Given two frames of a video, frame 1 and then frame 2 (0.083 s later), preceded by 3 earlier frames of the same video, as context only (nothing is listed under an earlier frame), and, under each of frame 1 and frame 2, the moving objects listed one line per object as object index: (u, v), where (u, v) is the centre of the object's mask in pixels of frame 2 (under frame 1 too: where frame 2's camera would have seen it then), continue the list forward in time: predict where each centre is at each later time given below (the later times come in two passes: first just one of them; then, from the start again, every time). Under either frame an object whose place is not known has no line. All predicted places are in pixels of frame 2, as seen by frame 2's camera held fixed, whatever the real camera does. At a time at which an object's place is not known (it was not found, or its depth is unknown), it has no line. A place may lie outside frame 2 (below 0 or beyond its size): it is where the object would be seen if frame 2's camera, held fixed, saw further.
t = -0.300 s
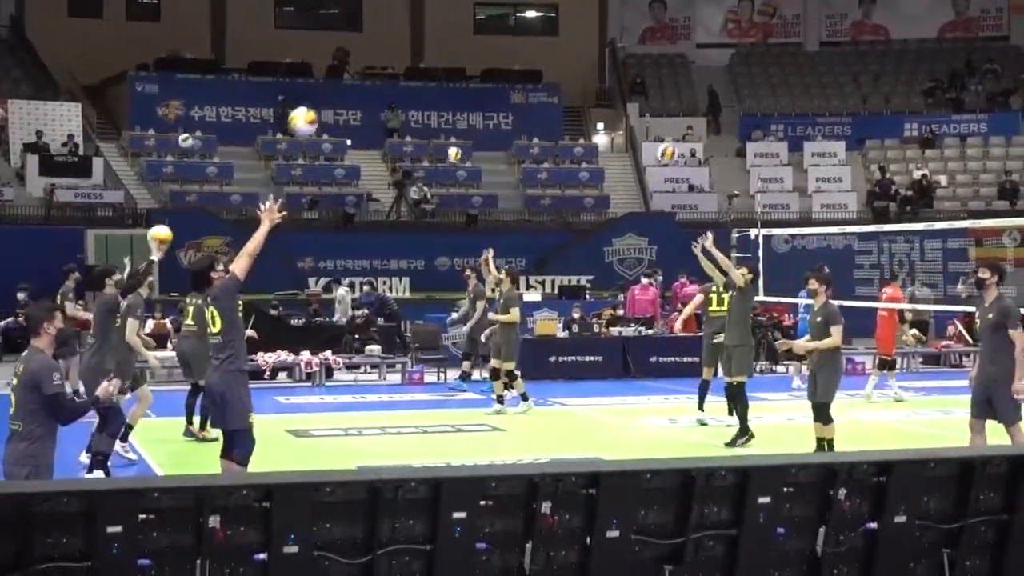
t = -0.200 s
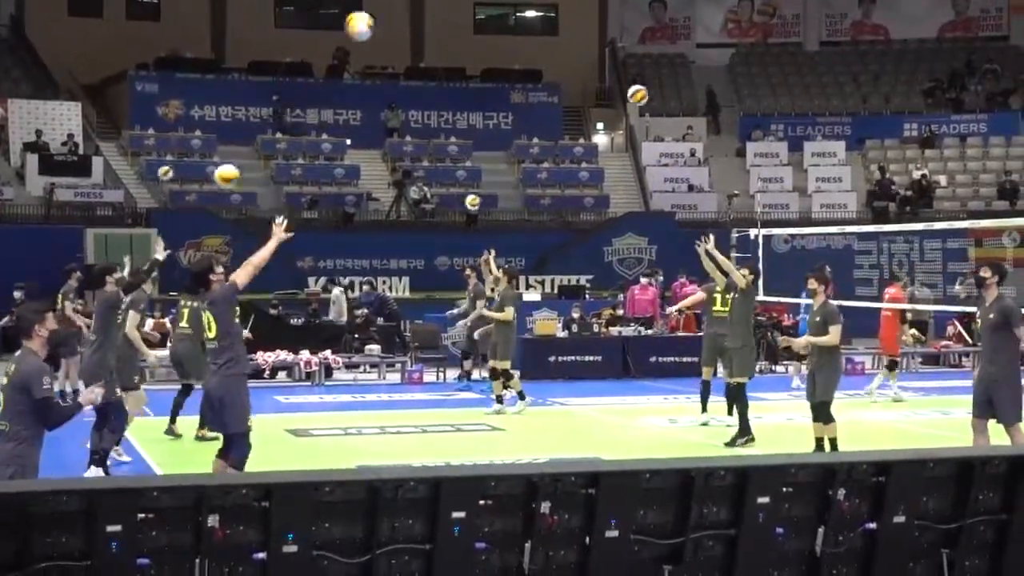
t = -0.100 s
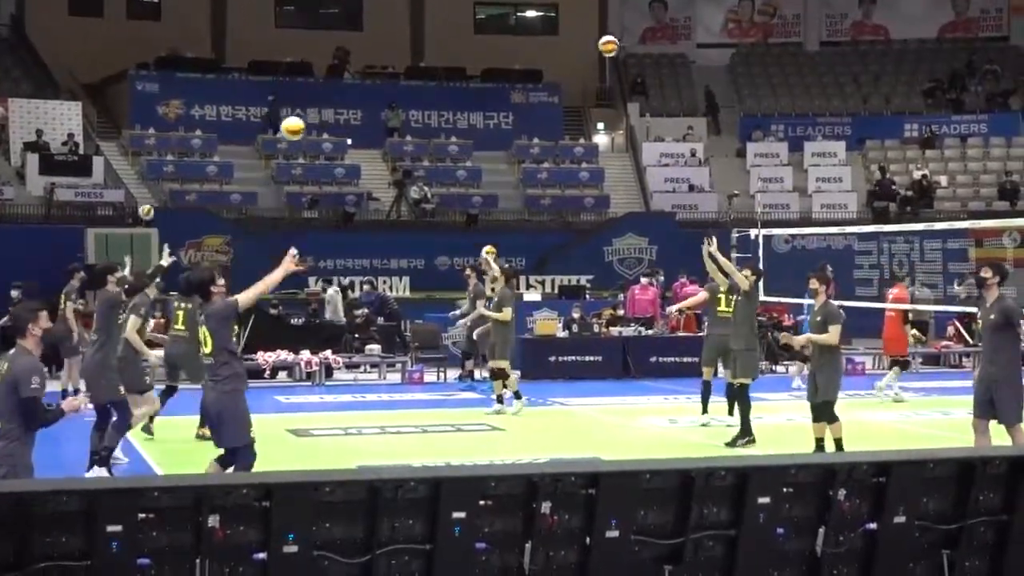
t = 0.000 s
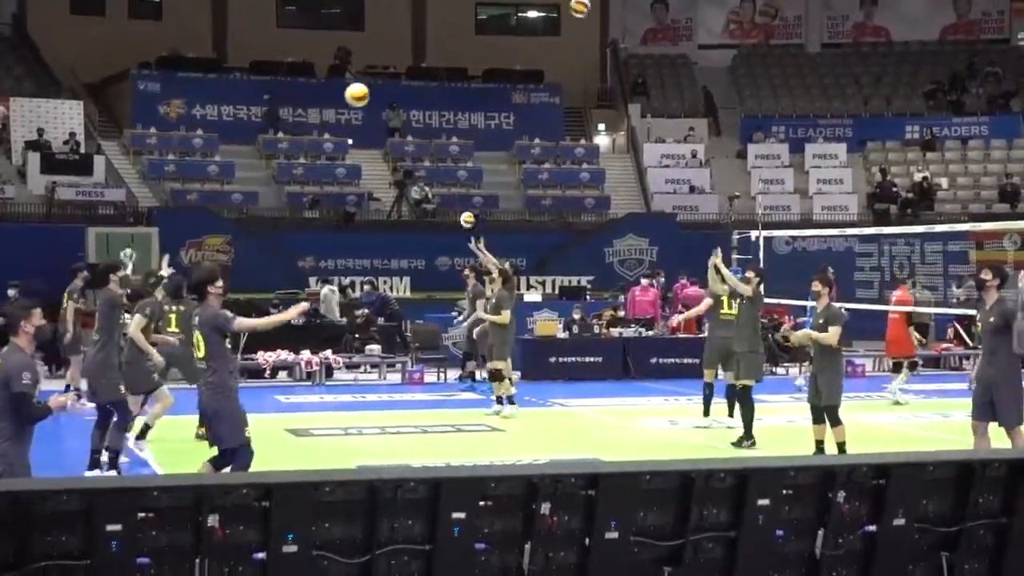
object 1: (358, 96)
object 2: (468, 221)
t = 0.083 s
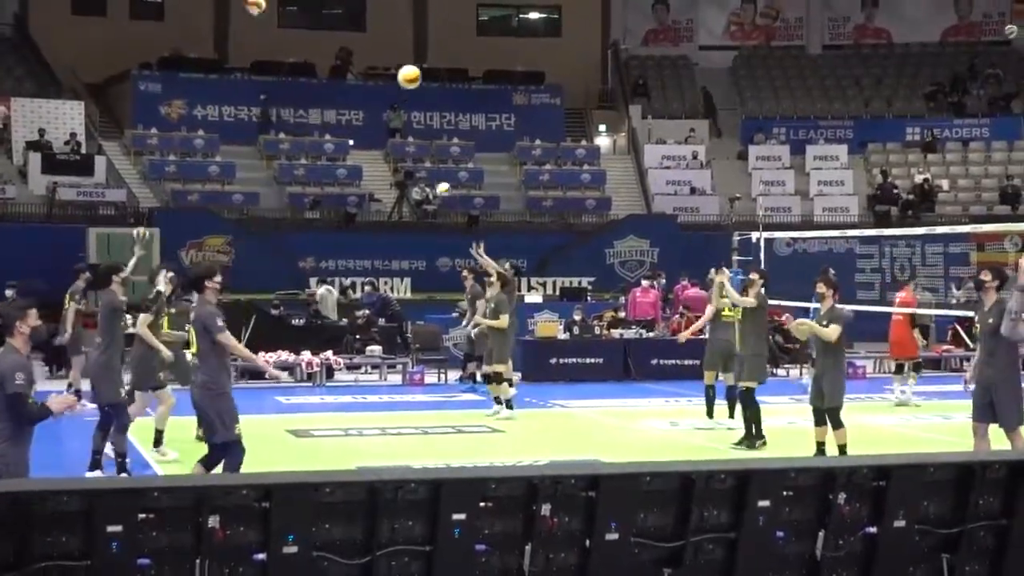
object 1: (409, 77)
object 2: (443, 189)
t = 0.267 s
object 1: (516, 63)
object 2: (390, 139)
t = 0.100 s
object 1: (419, 74)
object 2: (438, 184)
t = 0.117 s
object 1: (429, 72)
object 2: (433, 179)
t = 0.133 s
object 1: (439, 70)
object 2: (429, 173)
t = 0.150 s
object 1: (449, 68)
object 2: (424, 168)
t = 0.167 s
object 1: (459, 66)
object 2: (418, 163)
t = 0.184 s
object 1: (468, 65)
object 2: (414, 158)
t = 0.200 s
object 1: (478, 64)
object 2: (409, 154)
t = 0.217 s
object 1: (488, 64)
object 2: (404, 150)
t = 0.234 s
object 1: (497, 63)
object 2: (399, 146)
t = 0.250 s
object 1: (507, 63)
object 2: (395, 142)
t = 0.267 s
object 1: (516, 63)
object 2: (390, 139)
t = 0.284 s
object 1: (526, 64)
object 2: (385, 135)
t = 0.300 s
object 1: (535, 65)
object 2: (381, 132)
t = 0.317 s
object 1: (544, 66)
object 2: (376, 129)
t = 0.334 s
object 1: (554, 67)
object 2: (371, 126)
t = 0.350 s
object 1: (563, 68)
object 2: (366, 123)
